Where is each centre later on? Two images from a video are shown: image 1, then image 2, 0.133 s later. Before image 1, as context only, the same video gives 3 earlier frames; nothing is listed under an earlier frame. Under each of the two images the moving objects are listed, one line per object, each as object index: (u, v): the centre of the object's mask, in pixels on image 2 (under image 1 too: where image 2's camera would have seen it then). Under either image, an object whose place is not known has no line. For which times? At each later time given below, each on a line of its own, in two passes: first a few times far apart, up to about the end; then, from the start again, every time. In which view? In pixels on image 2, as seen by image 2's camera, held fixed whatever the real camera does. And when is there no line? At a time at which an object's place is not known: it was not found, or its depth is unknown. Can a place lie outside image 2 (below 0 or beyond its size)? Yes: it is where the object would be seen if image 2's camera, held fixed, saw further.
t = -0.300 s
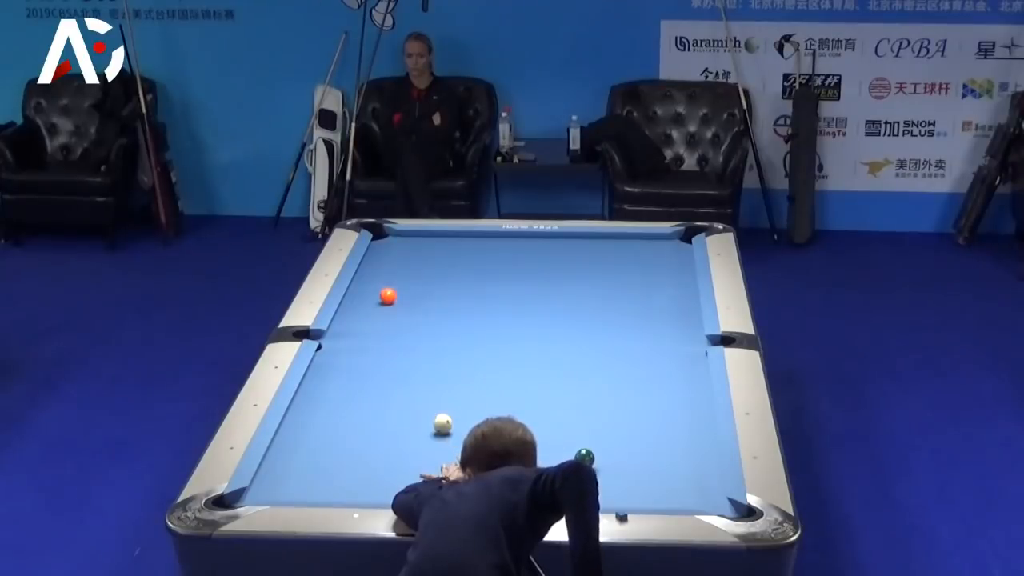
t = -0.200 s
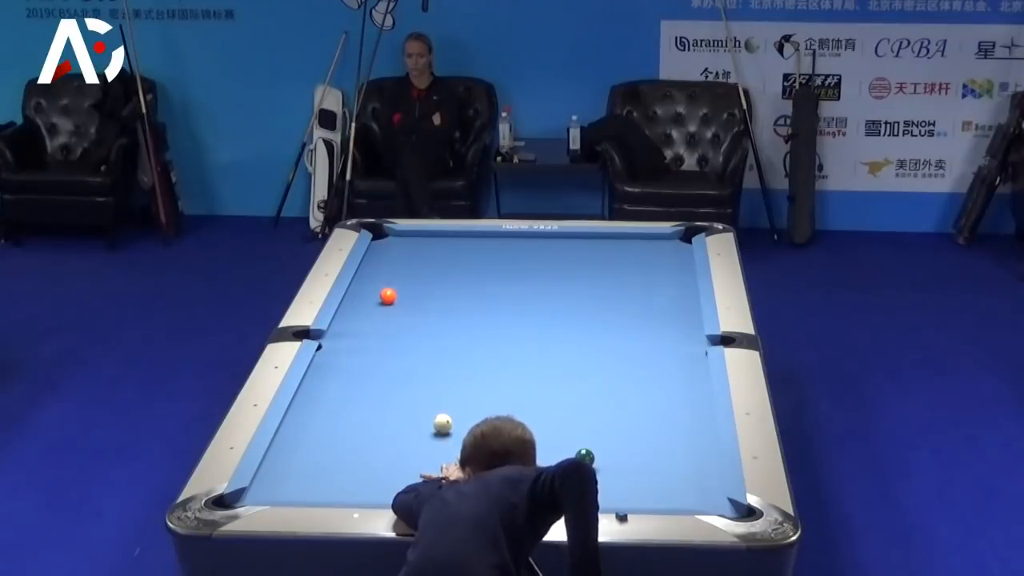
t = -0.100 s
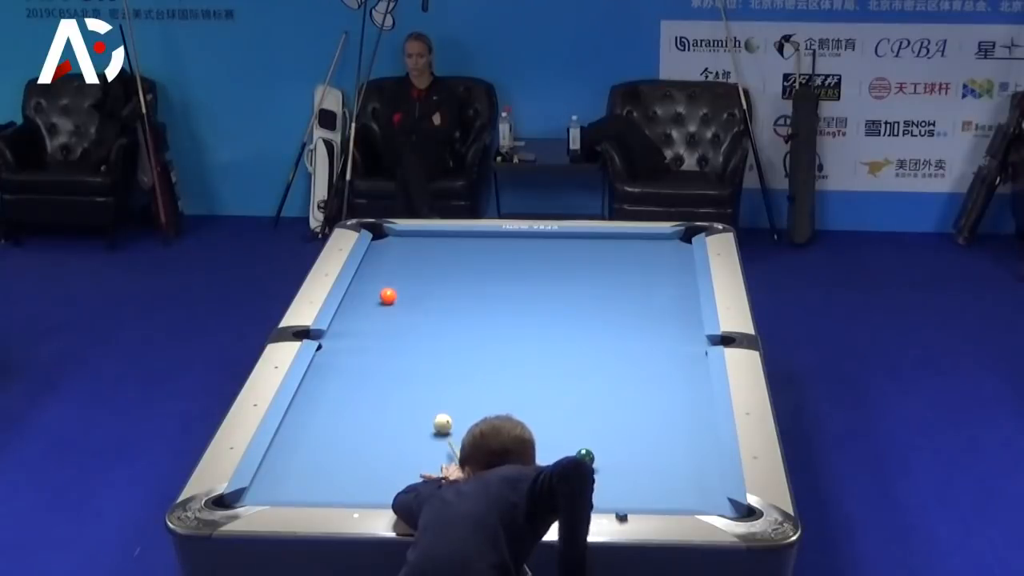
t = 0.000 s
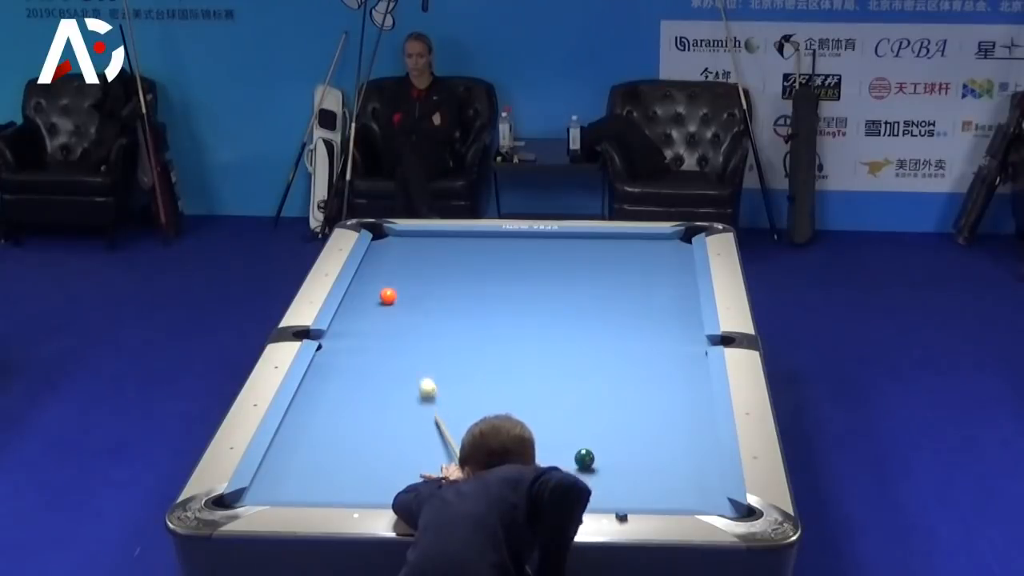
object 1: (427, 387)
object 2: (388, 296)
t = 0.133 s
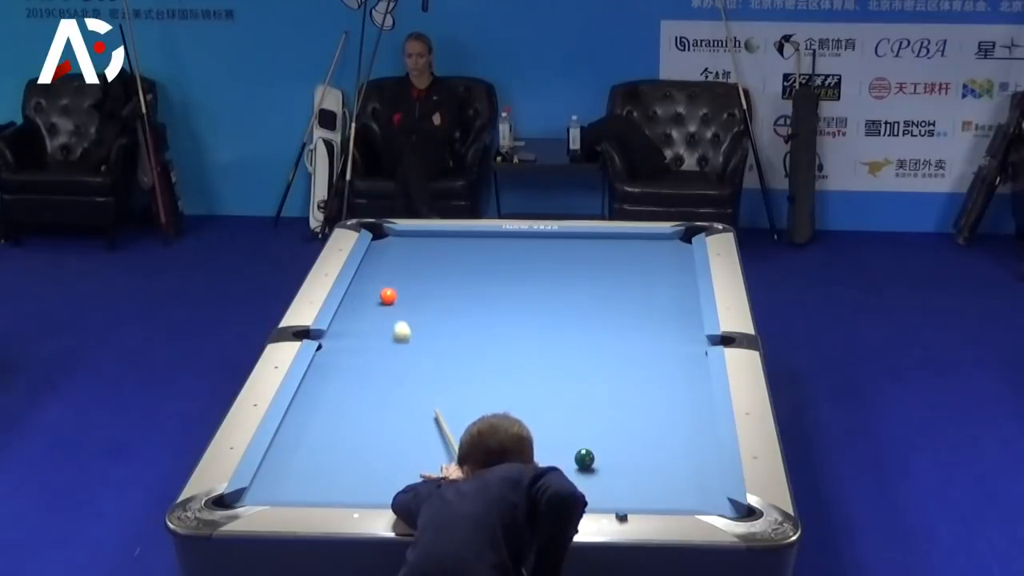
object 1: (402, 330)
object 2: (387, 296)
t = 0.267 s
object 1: (384, 300)
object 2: (385, 280)
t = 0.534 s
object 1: (367, 297)
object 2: (380, 233)
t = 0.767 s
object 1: (352, 295)
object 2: (408, 237)
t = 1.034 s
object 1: (359, 295)
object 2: (431, 244)
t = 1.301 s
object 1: (366, 294)
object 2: (453, 250)
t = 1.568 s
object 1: (372, 295)
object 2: (474, 256)
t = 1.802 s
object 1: (375, 295)
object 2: (493, 261)
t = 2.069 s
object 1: (378, 295)
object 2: (513, 267)
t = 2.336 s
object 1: (379, 295)
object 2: (533, 272)
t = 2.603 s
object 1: (379, 295)
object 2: (552, 278)
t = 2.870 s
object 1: (379, 295)
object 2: (571, 283)
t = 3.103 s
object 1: (379, 295)
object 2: (586, 287)
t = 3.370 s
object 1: (379, 295)
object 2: (604, 292)
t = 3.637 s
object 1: (379, 295)
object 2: (620, 297)
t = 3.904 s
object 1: (379, 295)
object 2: (636, 301)
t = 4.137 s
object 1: (379, 295)
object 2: (649, 305)
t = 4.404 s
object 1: (379, 295)
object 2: (663, 309)
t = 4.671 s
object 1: (379, 295)
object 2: (676, 312)
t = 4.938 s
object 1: (379, 295)
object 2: (688, 316)
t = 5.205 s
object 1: (379, 295)
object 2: (691, 318)
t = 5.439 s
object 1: (379, 295)
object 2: (687, 319)
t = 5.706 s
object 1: (379, 295)
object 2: (683, 320)
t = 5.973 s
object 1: (379, 295)
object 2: (681, 321)
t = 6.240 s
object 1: (379, 295)
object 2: (680, 321)
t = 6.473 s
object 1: (379, 295)
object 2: (680, 321)
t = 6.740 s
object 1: (379, 295)
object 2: (680, 321)
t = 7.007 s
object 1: (379, 295)
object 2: (680, 321)
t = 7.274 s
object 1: (379, 295)
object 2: (680, 321)
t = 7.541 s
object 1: (379, 295)
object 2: (680, 321)
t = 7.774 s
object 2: (680, 321)
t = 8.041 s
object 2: (680, 321)
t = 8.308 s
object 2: (680, 321)
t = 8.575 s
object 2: (680, 321)
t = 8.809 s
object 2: (680, 321)
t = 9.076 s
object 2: (680, 321)
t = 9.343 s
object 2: (680, 321)
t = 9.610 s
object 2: (680, 321)
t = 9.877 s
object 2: (680, 321)
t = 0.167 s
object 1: (396, 318)
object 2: (387, 296)
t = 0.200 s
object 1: (391, 307)
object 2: (387, 294)
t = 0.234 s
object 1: (387, 301)
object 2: (387, 288)
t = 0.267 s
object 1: (384, 300)
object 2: (385, 280)
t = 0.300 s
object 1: (382, 300)
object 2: (384, 271)
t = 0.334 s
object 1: (380, 300)
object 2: (382, 262)
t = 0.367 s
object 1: (377, 299)
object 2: (380, 253)
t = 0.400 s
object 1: (375, 299)
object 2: (379, 245)
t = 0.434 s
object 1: (373, 299)
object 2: (380, 238)
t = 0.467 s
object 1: (371, 298)
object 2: (386, 232)
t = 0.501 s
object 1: (369, 298)
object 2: (378, 233)
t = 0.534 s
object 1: (367, 297)
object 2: (380, 233)
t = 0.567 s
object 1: (365, 297)
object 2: (387, 233)
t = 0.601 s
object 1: (362, 297)
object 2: (394, 233)
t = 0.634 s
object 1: (360, 296)
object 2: (397, 234)
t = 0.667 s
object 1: (358, 296)
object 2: (399, 235)
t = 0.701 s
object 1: (356, 296)
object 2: (403, 236)
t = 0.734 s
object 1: (354, 295)
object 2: (405, 237)
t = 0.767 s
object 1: (352, 295)
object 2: (408, 237)
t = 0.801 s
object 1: (352, 295)
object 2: (411, 238)
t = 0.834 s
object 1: (353, 295)
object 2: (414, 239)
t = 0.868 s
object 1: (354, 295)
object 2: (417, 240)
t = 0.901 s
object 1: (355, 295)
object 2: (419, 240)
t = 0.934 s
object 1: (356, 295)
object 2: (422, 241)
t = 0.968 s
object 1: (357, 295)
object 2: (425, 242)
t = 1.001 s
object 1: (358, 295)
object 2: (428, 243)
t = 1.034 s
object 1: (359, 295)
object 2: (431, 244)
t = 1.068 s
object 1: (360, 295)
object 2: (434, 244)
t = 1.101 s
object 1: (361, 295)
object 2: (436, 245)
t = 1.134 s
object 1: (362, 295)
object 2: (439, 246)
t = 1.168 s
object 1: (363, 294)
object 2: (442, 247)
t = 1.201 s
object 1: (364, 295)
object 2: (444, 247)
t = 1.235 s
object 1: (365, 294)
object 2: (447, 248)
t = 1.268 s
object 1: (366, 295)
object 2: (450, 249)
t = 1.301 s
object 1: (366, 294)
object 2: (453, 250)
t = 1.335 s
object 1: (367, 294)
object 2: (456, 251)
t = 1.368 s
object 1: (368, 294)
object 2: (458, 252)
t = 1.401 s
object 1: (369, 295)
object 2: (461, 252)
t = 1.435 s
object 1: (369, 295)
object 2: (463, 253)
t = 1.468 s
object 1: (370, 295)
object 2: (466, 254)
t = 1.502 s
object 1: (371, 295)
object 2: (469, 254)
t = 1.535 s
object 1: (371, 295)
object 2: (472, 255)
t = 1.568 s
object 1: (372, 295)
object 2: (474, 256)
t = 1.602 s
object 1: (372, 295)
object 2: (477, 256)
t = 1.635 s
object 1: (373, 295)
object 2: (480, 257)
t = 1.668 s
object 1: (373, 295)
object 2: (482, 258)
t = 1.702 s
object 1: (374, 295)
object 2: (485, 259)
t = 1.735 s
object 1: (374, 295)
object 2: (487, 260)
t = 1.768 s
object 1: (375, 295)
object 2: (490, 260)
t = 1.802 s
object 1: (375, 295)
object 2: (493, 261)
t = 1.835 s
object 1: (376, 295)
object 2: (495, 262)
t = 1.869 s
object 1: (376, 295)
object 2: (498, 263)
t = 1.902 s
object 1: (376, 295)
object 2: (500, 263)
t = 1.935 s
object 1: (377, 295)
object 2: (503, 264)
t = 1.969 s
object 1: (377, 294)
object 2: (506, 265)
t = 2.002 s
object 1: (377, 294)
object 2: (508, 265)
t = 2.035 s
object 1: (378, 295)
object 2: (511, 266)
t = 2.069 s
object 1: (378, 295)
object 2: (513, 267)
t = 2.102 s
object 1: (378, 295)
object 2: (516, 268)
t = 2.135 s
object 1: (378, 295)
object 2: (518, 268)
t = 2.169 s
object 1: (379, 295)
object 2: (521, 269)
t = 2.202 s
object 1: (379, 295)
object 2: (524, 269)
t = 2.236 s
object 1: (379, 295)
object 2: (526, 270)
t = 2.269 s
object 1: (379, 295)
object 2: (528, 271)
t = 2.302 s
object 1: (379, 295)
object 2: (531, 272)
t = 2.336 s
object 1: (379, 295)
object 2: (533, 272)
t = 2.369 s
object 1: (379, 295)
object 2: (536, 273)
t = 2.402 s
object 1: (379, 295)
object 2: (538, 274)
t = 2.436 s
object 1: (379, 295)
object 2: (540, 274)
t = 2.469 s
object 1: (379, 295)
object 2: (542, 275)
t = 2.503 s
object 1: (379, 295)
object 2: (545, 276)
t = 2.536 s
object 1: (379, 295)
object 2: (547, 276)
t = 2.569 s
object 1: (379, 295)
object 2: (550, 277)
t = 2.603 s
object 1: (379, 295)
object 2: (552, 278)
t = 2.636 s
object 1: (379, 295)
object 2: (555, 278)
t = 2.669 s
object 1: (379, 295)
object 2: (557, 279)
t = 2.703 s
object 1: (379, 295)
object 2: (560, 280)
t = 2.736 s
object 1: (379, 295)
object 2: (562, 281)
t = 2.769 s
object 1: (379, 295)
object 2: (564, 281)
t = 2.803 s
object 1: (379, 295)
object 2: (566, 281)
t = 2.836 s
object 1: (379, 295)
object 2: (568, 282)
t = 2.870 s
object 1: (379, 295)
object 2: (571, 283)
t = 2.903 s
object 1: (379, 295)
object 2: (573, 284)
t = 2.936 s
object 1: (379, 295)
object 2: (575, 284)
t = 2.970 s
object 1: (379, 295)
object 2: (577, 285)
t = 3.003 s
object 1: (379, 295)
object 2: (580, 286)
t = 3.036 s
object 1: (379, 295)
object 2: (582, 286)
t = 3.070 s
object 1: (379, 295)
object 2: (584, 287)
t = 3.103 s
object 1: (379, 295)
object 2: (586, 287)
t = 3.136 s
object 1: (379, 295)
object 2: (589, 288)
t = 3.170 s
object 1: (379, 295)
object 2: (591, 289)
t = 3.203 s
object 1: (379, 295)
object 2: (593, 289)
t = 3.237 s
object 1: (379, 295)
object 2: (595, 290)
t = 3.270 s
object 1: (379, 295)
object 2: (597, 290)
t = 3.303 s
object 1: (379, 295)
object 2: (599, 291)
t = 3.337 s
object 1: (379, 295)
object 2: (601, 292)
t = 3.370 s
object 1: (379, 295)
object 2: (604, 292)
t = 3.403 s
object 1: (379, 295)
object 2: (606, 293)
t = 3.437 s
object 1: (379, 295)
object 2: (607, 294)
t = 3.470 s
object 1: (379, 295)
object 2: (610, 294)
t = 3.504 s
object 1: (379, 295)
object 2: (612, 294)
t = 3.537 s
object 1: (379, 295)
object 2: (614, 295)
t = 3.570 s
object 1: (379, 295)
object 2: (616, 296)
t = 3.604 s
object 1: (379, 295)
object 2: (618, 296)
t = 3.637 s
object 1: (379, 295)
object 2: (620, 297)
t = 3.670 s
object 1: (379, 295)
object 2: (622, 297)
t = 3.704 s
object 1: (379, 295)
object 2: (624, 298)
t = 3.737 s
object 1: (379, 295)
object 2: (626, 298)
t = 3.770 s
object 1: (379, 295)
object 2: (628, 299)
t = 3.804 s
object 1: (379, 295)
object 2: (630, 299)
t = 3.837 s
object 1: (379, 295)
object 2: (632, 300)
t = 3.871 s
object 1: (379, 295)
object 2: (634, 301)
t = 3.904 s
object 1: (379, 295)
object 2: (636, 301)
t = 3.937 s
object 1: (379, 295)
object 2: (638, 302)
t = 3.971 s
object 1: (379, 295)
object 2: (639, 302)
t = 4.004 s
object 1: (379, 295)
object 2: (641, 303)
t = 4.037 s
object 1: (379, 295)
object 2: (643, 303)
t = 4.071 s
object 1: (379, 295)
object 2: (645, 304)
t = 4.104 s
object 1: (379, 295)
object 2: (647, 304)
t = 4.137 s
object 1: (379, 295)
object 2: (649, 305)
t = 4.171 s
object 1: (379, 295)
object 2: (650, 305)
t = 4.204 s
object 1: (379, 295)
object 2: (652, 306)
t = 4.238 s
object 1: (379, 295)
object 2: (654, 306)
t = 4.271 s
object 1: (379, 295)
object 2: (656, 307)
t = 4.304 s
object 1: (379, 295)
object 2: (658, 307)
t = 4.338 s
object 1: (379, 295)
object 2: (659, 308)
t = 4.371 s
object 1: (379, 295)
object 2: (661, 308)
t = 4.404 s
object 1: (379, 295)
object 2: (663, 309)
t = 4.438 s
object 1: (379, 295)
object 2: (664, 309)
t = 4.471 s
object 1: (379, 295)
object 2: (666, 310)
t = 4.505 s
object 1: (379, 295)
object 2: (668, 310)
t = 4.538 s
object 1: (379, 295)
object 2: (670, 311)
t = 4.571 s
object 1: (379, 295)
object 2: (671, 311)
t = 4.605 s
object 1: (379, 295)
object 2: (673, 312)
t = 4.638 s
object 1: (379, 295)
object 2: (674, 312)
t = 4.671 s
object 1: (379, 295)
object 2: (676, 312)
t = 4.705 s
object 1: (379, 295)
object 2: (677, 313)
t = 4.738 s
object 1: (379, 295)
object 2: (679, 313)
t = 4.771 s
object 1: (379, 295)
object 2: (680, 314)
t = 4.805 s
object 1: (379, 295)
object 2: (682, 314)
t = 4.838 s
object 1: (379, 295)
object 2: (683, 314)
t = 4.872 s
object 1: (379, 295)
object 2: (685, 315)
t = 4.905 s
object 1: (379, 295)
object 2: (686, 316)
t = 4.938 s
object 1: (379, 295)
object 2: (688, 316)
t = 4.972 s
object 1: (379, 295)
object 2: (689, 316)
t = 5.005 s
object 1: (379, 295)
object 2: (691, 316)
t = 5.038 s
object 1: (379, 295)
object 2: (692, 317)
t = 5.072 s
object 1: (379, 295)
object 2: (693, 317)
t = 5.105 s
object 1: (379, 295)
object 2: (693, 317)
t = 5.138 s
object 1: (379, 295)
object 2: (693, 318)
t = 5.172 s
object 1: (379, 295)
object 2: (692, 318)
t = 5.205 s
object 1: (379, 295)
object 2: (691, 318)
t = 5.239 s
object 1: (379, 295)
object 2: (691, 318)
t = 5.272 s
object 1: (379, 295)
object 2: (690, 318)
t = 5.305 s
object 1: (379, 295)
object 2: (689, 318)
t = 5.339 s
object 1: (379, 295)
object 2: (689, 319)
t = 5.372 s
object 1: (379, 295)
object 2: (688, 319)
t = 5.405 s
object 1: (379, 295)
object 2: (688, 319)
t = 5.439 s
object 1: (379, 295)
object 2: (687, 319)
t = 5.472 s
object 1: (379, 295)
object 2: (687, 319)
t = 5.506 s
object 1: (379, 295)
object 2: (686, 319)
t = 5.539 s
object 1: (379, 295)
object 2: (686, 319)
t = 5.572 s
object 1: (379, 295)
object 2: (685, 320)
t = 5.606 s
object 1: (379, 295)
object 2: (685, 320)
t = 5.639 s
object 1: (379, 295)
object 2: (684, 320)
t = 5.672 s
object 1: (379, 295)
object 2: (684, 320)
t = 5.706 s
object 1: (379, 295)
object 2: (683, 320)
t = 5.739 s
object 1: (379, 295)
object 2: (683, 320)
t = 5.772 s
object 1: (379, 295)
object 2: (683, 320)
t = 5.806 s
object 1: (379, 295)
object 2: (682, 321)
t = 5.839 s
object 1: (379, 295)
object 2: (682, 320)
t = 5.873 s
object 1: (379, 295)
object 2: (682, 321)
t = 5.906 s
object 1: (379, 295)
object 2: (682, 321)
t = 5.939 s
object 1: (379, 295)
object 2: (681, 321)
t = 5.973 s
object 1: (379, 295)
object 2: (681, 321)
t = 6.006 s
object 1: (379, 295)
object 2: (681, 321)
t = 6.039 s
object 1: (379, 295)
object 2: (680, 321)
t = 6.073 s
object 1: (379, 295)
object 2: (680, 321)
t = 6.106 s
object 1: (379, 295)
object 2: (680, 321)
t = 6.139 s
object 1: (379, 295)
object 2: (680, 321)
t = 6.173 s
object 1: (379, 295)
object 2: (680, 321)
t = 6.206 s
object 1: (379, 295)
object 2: (680, 321)
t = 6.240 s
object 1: (379, 295)
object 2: (680, 321)
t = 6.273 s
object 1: (379, 295)
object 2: (680, 321)
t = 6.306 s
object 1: (379, 295)
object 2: (680, 321)
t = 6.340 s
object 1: (379, 295)
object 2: (680, 321)
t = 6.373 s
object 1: (379, 295)
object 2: (680, 321)
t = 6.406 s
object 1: (379, 295)
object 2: (680, 321)
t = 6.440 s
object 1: (379, 295)
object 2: (680, 321)
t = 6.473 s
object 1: (379, 295)
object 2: (680, 321)
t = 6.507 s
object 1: (379, 295)
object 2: (680, 321)
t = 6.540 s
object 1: (379, 295)
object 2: (680, 321)
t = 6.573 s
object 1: (379, 295)
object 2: (680, 321)
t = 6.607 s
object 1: (379, 295)
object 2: (680, 321)
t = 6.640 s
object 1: (379, 295)
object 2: (680, 321)
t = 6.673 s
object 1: (379, 295)
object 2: (680, 321)
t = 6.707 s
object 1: (379, 295)
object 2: (680, 321)
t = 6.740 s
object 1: (379, 295)
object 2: (680, 321)
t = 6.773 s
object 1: (379, 295)
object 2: (680, 321)
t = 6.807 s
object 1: (379, 295)
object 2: (680, 321)
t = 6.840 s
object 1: (379, 295)
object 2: (680, 321)
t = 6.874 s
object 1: (379, 295)
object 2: (680, 321)
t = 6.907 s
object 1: (379, 295)
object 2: (680, 321)
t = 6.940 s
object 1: (379, 295)
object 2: (680, 321)
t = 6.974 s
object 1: (379, 295)
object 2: (680, 321)
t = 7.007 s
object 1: (379, 295)
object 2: (680, 321)
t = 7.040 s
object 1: (379, 295)
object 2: (680, 321)
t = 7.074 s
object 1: (379, 295)
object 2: (680, 321)
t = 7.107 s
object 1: (379, 295)
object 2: (680, 321)
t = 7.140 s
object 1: (379, 295)
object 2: (680, 321)
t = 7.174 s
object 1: (379, 295)
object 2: (680, 321)
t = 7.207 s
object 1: (379, 295)
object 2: (680, 321)
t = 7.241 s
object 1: (379, 295)
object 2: (680, 321)
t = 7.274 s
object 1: (379, 295)
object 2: (680, 321)
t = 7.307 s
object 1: (379, 295)
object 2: (680, 321)
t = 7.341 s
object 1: (379, 295)
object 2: (680, 321)
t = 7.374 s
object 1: (379, 295)
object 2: (680, 321)
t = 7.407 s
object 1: (379, 295)
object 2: (680, 321)
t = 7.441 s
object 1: (379, 295)
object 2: (680, 321)
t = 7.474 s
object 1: (379, 295)
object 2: (680, 321)
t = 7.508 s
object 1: (379, 295)
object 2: (680, 320)
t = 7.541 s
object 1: (379, 295)
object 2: (680, 321)
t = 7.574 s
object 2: (680, 321)
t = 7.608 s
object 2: (680, 321)
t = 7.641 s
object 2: (680, 321)
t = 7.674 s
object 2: (680, 321)
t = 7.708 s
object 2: (680, 321)
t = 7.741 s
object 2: (680, 320)
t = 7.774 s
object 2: (680, 321)
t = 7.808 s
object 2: (680, 321)
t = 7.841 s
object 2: (680, 321)
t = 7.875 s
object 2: (680, 321)
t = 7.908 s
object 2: (680, 321)
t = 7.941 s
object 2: (680, 321)
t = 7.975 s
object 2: (680, 321)
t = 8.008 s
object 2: (680, 321)
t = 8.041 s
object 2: (680, 321)
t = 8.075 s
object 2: (680, 321)
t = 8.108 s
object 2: (680, 321)
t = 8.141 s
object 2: (680, 321)
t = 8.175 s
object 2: (680, 321)
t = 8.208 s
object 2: (680, 321)
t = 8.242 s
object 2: (680, 321)
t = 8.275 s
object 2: (680, 321)
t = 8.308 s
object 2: (680, 321)
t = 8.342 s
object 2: (680, 321)
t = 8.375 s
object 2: (680, 321)
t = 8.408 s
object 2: (680, 321)
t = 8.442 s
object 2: (680, 321)
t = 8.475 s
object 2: (680, 321)
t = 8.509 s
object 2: (680, 321)
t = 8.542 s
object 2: (680, 321)
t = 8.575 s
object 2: (680, 321)
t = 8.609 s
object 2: (680, 321)
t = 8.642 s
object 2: (680, 321)
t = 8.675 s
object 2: (680, 321)
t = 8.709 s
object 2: (680, 321)
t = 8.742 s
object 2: (680, 321)
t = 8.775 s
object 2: (680, 321)
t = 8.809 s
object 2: (680, 321)
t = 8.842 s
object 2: (680, 321)
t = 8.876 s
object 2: (680, 321)
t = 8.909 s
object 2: (680, 321)
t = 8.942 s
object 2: (680, 321)
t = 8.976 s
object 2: (680, 321)
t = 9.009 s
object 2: (680, 321)
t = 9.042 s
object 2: (680, 321)
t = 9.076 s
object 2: (680, 321)
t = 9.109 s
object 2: (680, 321)
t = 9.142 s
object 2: (680, 321)
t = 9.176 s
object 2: (680, 321)
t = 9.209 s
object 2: (680, 321)
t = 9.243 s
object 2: (680, 321)
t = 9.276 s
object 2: (680, 321)
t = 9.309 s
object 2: (680, 321)
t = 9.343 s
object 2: (680, 321)
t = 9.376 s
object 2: (680, 321)
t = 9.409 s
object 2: (680, 321)
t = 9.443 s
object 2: (680, 321)
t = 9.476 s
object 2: (680, 321)
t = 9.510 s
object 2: (680, 321)
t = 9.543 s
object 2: (680, 321)
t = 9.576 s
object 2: (680, 321)
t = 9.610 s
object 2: (680, 321)
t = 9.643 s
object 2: (680, 321)
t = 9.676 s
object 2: (680, 321)
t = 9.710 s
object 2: (680, 321)
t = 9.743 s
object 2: (680, 321)
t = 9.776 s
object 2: (680, 321)
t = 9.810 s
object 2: (680, 321)
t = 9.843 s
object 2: (680, 321)
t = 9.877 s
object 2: (680, 321)
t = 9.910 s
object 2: (680, 321)
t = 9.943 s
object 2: (680, 321)
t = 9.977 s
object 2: (680, 321)
